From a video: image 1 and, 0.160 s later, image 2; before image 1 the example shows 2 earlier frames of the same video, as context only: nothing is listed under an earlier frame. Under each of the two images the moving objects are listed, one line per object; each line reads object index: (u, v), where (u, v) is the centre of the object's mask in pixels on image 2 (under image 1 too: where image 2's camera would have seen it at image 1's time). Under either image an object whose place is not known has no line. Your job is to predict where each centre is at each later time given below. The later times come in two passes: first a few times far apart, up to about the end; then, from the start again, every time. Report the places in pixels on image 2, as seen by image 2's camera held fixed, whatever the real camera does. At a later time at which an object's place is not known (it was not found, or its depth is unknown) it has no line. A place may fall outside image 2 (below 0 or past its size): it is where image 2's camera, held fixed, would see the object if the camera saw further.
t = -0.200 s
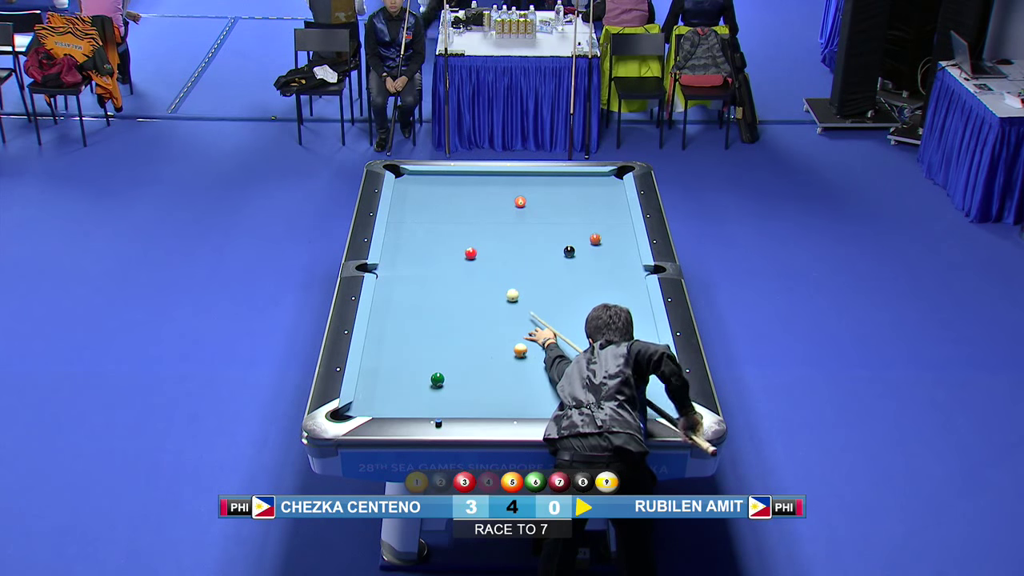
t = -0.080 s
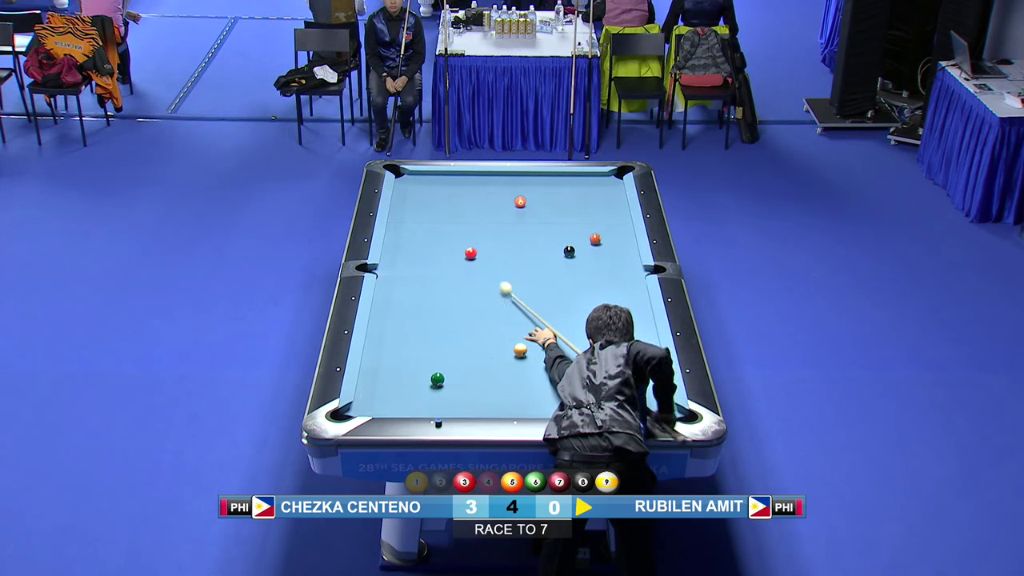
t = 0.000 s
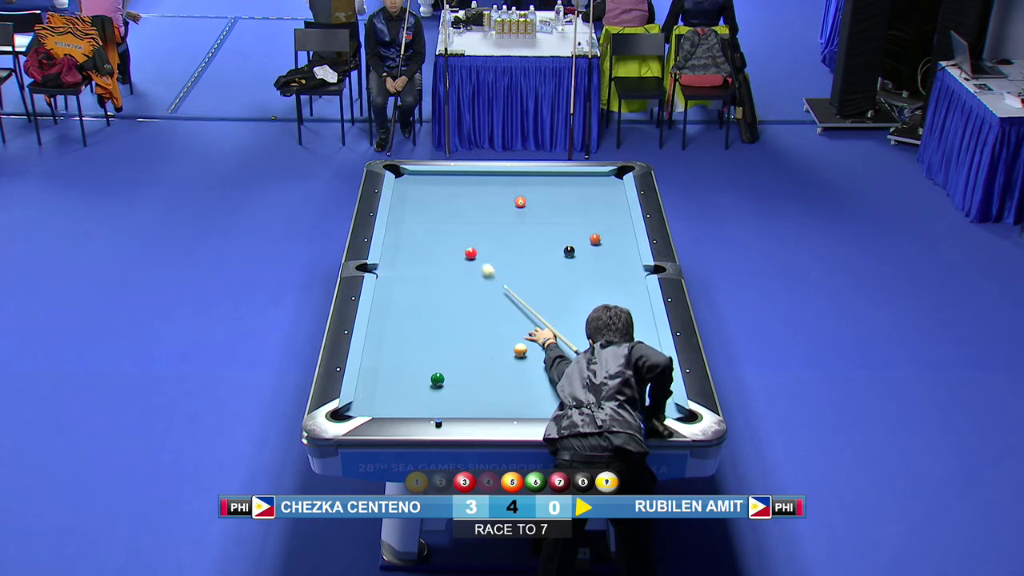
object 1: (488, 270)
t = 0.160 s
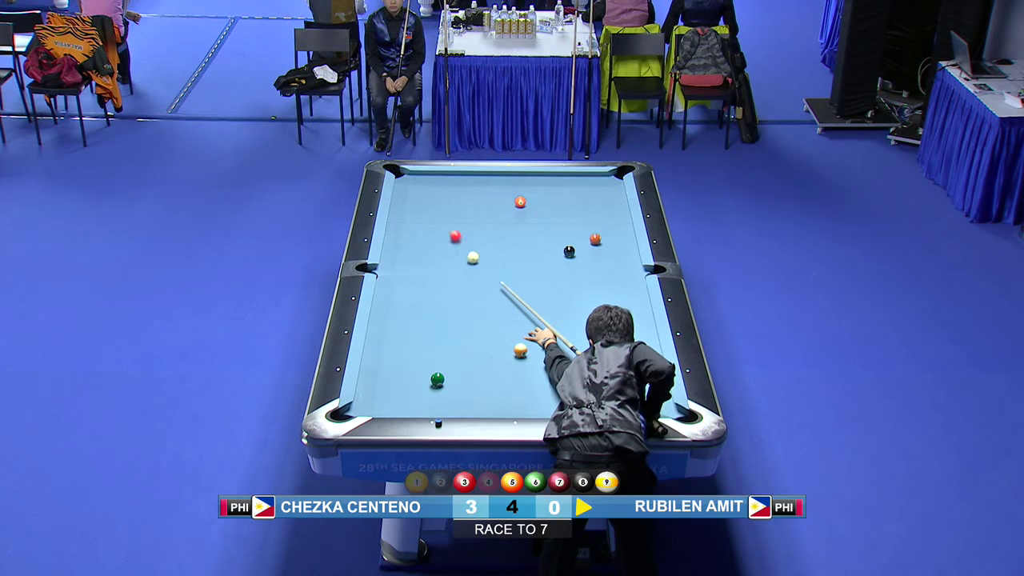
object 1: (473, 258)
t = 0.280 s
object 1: (470, 257)
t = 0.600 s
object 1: (465, 256)
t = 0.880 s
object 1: (461, 255)
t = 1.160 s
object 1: (458, 254)
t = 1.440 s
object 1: (457, 254)
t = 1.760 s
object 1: (456, 253)
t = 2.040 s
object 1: (456, 253)
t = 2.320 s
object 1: (456, 253)
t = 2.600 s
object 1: (456, 253)
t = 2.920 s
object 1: (456, 253)
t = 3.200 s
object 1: (456, 253)
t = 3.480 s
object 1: (456, 254)
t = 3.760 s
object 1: (456, 254)
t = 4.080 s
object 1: (456, 253)
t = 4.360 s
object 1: (456, 253)
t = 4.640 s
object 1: (456, 254)
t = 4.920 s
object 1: (456, 253)
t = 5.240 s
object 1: (456, 253)
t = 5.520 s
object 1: (456, 254)
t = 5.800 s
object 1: (456, 253)
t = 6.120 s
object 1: (456, 254)
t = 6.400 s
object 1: (456, 253)
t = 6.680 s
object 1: (456, 254)
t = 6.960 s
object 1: (456, 253)
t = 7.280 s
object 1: (456, 253)
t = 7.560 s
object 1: (456, 253)
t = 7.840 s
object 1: (456, 254)
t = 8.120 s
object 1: (456, 253)
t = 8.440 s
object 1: (456, 253)
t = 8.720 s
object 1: (456, 253)
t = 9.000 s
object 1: (456, 253)
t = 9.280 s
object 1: (456, 254)
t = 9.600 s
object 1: (456, 254)
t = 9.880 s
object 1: (456, 254)
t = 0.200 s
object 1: (472, 257)
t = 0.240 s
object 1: (471, 257)
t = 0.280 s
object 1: (470, 257)
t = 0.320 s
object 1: (470, 257)
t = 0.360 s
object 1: (469, 257)
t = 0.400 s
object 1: (468, 256)
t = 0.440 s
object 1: (467, 256)
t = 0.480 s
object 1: (467, 256)
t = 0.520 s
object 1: (466, 256)
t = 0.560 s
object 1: (465, 256)
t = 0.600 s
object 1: (465, 256)
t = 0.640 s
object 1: (464, 255)
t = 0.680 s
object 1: (463, 255)
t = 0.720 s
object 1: (463, 255)
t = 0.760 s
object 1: (462, 255)
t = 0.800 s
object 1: (462, 255)
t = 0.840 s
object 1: (461, 255)
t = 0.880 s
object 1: (461, 255)
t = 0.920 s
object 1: (460, 254)
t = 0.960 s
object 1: (460, 254)
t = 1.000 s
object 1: (459, 254)
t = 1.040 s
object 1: (459, 254)
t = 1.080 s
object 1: (459, 254)
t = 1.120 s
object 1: (459, 254)
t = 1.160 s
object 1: (458, 254)
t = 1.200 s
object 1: (458, 254)
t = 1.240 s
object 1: (458, 254)
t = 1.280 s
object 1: (457, 253)
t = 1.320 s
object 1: (457, 253)
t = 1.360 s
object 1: (457, 253)
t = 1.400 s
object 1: (457, 254)
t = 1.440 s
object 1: (457, 254)
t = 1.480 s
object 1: (457, 254)
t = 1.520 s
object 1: (457, 254)
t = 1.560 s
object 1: (456, 254)
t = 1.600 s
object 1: (456, 254)
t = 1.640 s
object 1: (456, 253)
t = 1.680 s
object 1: (456, 253)
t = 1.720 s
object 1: (456, 253)
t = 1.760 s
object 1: (456, 253)
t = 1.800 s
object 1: (456, 254)
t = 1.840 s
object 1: (456, 253)
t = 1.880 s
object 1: (456, 253)
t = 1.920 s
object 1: (456, 253)
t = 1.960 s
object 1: (456, 253)
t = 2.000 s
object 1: (456, 253)
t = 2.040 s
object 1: (456, 253)
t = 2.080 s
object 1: (456, 253)
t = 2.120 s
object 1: (456, 253)
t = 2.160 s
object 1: (456, 253)
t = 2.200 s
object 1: (456, 253)
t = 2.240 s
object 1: (456, 253)
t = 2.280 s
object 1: (456, 253)
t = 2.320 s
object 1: (456, 253)
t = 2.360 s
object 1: (456, 253)
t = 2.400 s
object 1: (456, 253)
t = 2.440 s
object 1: (456, 253)
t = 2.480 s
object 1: (456, 253)
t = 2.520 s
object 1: (456, 253)
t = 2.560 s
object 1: (456, 253)
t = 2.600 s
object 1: (456, 253)
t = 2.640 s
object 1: (456, 253)
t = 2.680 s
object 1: (456, 253)
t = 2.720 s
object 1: (456, 253)
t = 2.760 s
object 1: (456, 253)
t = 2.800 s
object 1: (456, 253)
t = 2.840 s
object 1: (456, 253)
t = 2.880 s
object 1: (456, 253)
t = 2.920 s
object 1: (456, 253)
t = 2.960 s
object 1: (456, 253)
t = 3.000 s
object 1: (456, 253)
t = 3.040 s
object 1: (456, 253)
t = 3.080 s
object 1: (456, 253)
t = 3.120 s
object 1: (456, 254)
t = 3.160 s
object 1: (456, 253)
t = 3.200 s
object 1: (456, 253)
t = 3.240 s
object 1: (456, 253)
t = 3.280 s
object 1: (456, 254)
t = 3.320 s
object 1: (456, 253)
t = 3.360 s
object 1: (456, 253)
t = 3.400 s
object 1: (456, 253)
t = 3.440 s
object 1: (456, 254)
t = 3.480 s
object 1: (456, 254)
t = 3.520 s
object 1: (456, 254)
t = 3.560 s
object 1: (456, 253)
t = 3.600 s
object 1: (456, 254)
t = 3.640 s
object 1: (456, 254)
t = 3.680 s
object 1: (456, 254)
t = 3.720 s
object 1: (456, 254)
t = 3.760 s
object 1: (456, 254)
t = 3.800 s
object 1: (456, 254)
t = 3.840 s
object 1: (456, 254)
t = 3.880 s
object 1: (456, 254)
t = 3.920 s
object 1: (456, 254)
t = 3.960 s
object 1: (456, 254)
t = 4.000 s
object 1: (456, 254)
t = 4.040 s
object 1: (456, 254)
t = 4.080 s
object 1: (456, 253)
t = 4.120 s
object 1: (456, 253)
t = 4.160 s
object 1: (456, 253)
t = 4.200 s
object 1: (456, 253)
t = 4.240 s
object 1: (456, 254)
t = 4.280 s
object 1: (456, 253)
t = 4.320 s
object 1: (456, 253)
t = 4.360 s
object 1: (456, 253)
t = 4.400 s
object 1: (456, 253)
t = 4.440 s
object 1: (456, 253)
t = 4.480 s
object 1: (456, 253)
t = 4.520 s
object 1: (456, 253)
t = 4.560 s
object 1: (456, 254)
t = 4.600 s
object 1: (456, 254)
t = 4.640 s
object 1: (456, 254)
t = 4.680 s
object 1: (456, 253)
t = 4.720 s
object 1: (456, 254)
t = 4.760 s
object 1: (456, 254)
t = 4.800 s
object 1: (456, 254)
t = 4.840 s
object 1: (456, 254)
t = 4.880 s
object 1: (456, 253)
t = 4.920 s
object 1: (456, 253)
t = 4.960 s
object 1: (456, 254)
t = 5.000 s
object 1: (456, 253)
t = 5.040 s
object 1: (456, 253)
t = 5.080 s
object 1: (456, 253)
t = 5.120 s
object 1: (456, 253)
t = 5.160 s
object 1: (456, 253)
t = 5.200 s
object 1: (456, 254)
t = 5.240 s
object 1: (456, 253)
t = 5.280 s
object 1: (456, 253)
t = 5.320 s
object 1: (456, 253)
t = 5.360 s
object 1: (456, 253)
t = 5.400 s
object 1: (456, 253)
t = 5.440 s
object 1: (456, 254)
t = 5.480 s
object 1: (456, 253)
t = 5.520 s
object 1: (456, 254)
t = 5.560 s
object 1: (456, 253)
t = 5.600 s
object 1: (456, 254)
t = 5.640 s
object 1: (456, 253)
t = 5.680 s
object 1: (456, 253)
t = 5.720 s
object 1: (456, 253)
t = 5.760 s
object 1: (456, 254)
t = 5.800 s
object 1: (456, 253)
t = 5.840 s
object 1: (456, 254)
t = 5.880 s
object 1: (456, 253)
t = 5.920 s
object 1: (456, 253)
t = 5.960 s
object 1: (456, 254)
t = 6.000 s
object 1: (456, 253)
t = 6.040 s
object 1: (456, 254)
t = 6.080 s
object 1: (456, 254)
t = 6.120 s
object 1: (456, 254)
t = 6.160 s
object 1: (456, 253)
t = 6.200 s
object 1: (456, 254)
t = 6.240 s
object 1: (456, 254)
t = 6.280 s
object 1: (456, 254)
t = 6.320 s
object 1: (456, 254)
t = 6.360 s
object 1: (456, 254)
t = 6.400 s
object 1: (456, 253)
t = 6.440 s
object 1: (456, 253)
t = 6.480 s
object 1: (456, 253)
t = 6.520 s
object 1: (456, 253)
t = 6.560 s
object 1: (456, 253)
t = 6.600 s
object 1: (456, 253)
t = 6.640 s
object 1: (456, 254)
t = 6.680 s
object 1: (456, 254)
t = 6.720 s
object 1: (456, 254)
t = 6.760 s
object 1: (456, 253)
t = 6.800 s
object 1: (456, 254)
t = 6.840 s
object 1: (456, 254)
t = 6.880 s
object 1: (456, 253)
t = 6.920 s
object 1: (456, 253)
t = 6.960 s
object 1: (456, 253)
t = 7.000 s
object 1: (456, 253)
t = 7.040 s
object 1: (456, 253)
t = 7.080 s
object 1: (456, 253)
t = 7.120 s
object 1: (456, 254)
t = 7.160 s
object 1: (456, 253)
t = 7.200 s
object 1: (456, 254)
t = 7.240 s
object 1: (456, 253)
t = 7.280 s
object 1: (456, 253)
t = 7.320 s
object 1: (456, 253)
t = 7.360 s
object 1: (456, 253)
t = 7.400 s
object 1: (456, 253)
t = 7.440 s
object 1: (456, 253)
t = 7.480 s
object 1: (456, 253)
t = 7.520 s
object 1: (456, 254)
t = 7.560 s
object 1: (456, 253)
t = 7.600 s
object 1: (456, 253)
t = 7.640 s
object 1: (456, 254)
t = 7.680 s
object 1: (456, 253)
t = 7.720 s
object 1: (456, 253)
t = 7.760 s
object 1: (456, 254)
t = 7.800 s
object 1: (456, 253)
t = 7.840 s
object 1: (456, 254)
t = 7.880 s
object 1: (456, 254)
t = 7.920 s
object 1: (456, 254)
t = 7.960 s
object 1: (456, 254)
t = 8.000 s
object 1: (456, 253)
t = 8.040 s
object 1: (456, 254)
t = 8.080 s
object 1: (456, 254)
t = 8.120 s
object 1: (456, 253)
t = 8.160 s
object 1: (456, 253)
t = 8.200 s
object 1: (456, 253)
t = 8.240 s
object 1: (456, 253)
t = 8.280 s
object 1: (456, 254)
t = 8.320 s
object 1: (456, 254)
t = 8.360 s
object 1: (456, 253)
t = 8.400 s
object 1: (456, 253)
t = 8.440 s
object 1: (456, 253)
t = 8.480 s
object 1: (456, 253)
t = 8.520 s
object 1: (456, 253)
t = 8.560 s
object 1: (456, 253)
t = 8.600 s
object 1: (456, 253)
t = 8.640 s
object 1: (456, 253)
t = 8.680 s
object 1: (456, 253)
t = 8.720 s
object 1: (456, 253)
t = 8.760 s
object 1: (456, 253)
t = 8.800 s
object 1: (456, 253)
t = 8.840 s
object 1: (456, 253)
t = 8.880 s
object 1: (456, 253)
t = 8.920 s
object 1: (456, 253)
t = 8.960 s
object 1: (456, 253)
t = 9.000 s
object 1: (456, 253)
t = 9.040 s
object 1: (456, 253)
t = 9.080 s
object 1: (456, 253)
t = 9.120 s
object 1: (456, 253)
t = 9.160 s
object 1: (456, 254)
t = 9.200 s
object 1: (456, 254)
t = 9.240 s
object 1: (456, 254)
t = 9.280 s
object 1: (456, 254)
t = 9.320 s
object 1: (456, 254)
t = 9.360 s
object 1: (456, 254)
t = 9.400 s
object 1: (456, 253)
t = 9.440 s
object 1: (456, 253)
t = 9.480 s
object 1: (456, 254)
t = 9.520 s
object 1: (456, 254)
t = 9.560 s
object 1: (456, 254)
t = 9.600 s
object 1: (456, 254)
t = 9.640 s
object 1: (456, 254)
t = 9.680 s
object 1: (456, 254)
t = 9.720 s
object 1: (456, 254)
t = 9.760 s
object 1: (456, 254)
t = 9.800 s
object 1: (456, 254)
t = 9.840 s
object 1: (456, 254)
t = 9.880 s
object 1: (456, 254)
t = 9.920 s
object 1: (456, 254)
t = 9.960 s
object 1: (456, 254)
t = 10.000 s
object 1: (456, 254)
